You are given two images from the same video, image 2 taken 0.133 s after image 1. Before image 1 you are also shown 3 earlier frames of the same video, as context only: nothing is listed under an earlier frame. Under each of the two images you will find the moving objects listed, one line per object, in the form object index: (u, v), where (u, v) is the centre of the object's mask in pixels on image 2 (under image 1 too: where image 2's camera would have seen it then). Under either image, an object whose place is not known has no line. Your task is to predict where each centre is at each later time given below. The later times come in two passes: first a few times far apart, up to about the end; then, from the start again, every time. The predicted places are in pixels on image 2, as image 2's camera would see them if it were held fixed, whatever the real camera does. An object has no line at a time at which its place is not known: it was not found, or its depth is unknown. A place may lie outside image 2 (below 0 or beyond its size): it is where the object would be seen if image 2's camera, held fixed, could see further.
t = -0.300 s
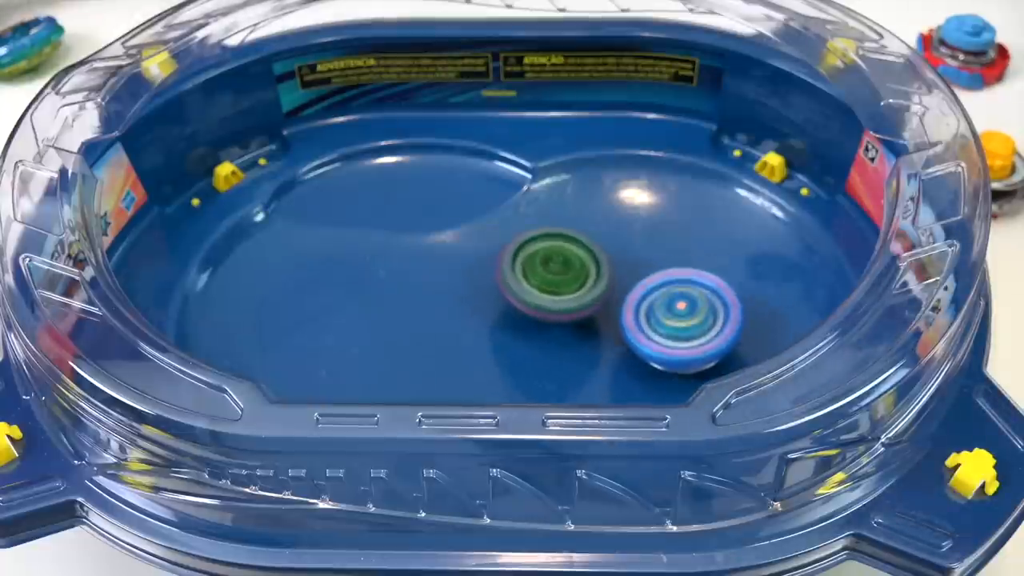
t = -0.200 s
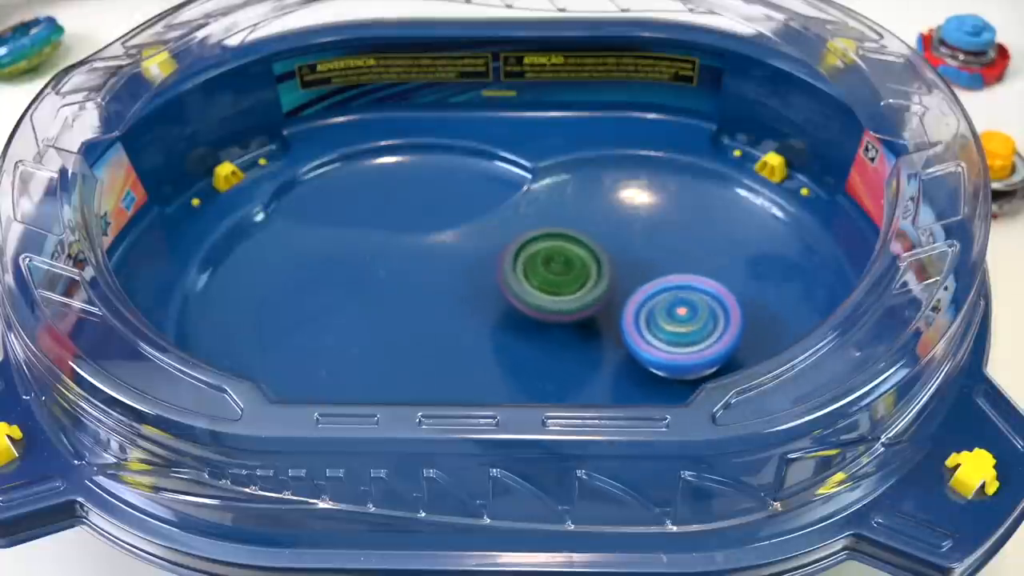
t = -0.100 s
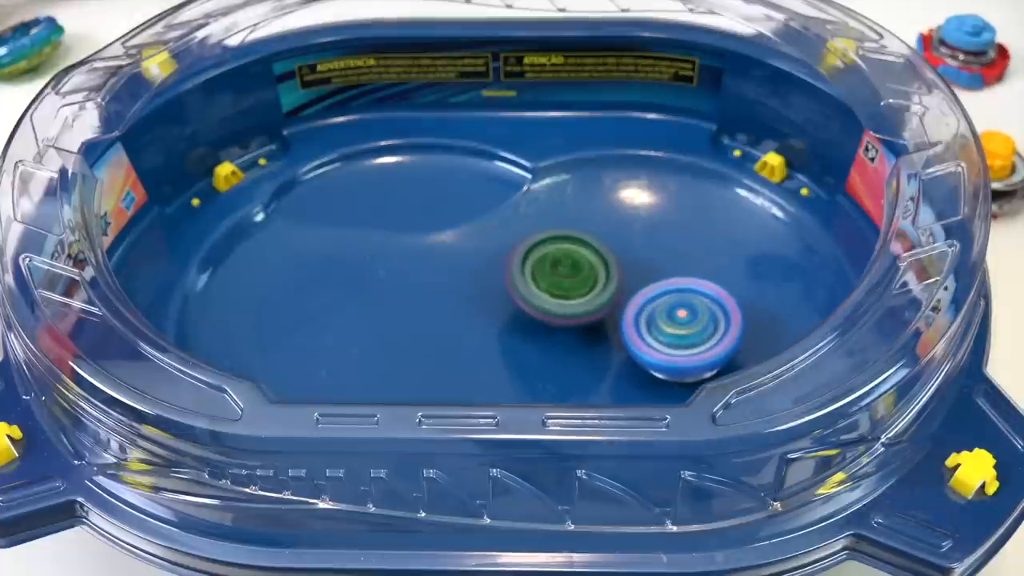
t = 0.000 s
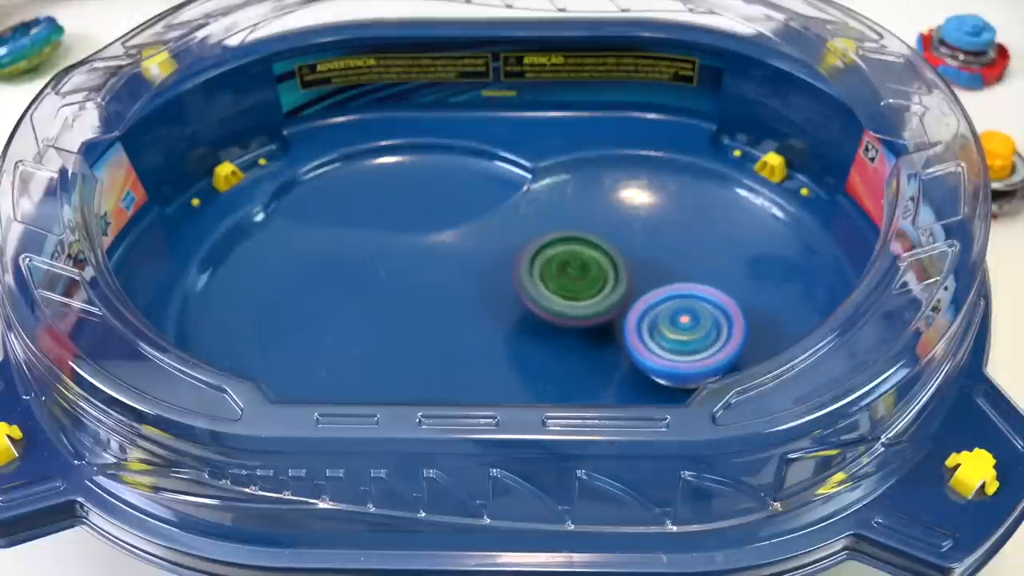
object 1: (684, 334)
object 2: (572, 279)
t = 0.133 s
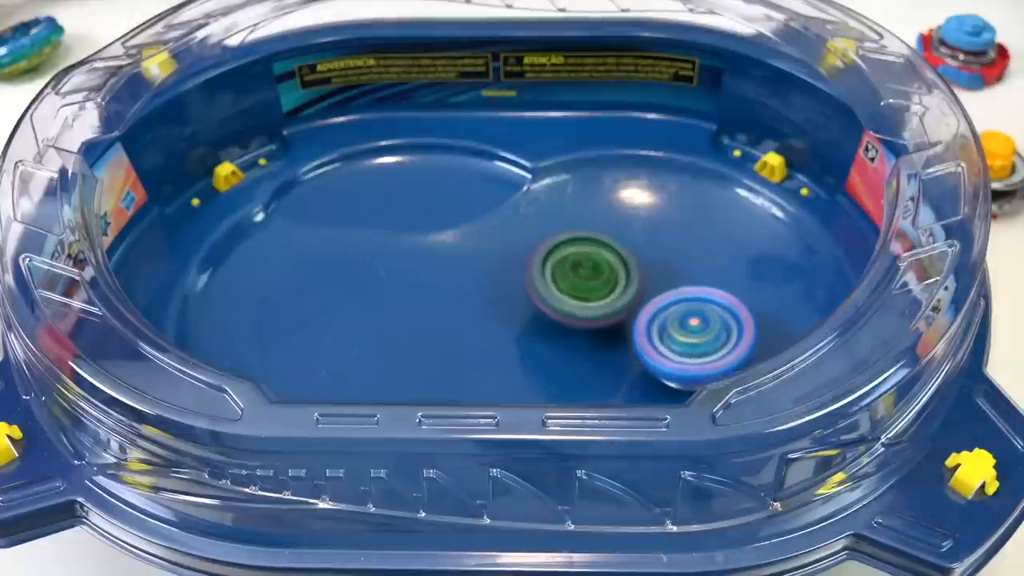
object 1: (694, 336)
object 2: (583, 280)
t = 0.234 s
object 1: (709, 335)
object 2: (579, 272)
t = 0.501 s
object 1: (679, 335)
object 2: (569, 259)
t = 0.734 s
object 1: (661, 355)
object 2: (567, 264)
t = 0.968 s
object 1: (649, 366)
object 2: (584, 278)
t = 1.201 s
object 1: (658, 367)
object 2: (609, 282)
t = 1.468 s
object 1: (664, 362)
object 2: (636, 273)
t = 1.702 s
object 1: (636, 363)
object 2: (653, 270)
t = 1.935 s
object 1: (589, 362)
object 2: (663, 287)
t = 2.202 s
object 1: (535, 349)
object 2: (672, 316)
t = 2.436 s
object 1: (491, 323)
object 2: (678, 333)
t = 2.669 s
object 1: (456, 300)
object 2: (672, 343)
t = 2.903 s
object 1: (485, 277)
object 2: (654, 346)
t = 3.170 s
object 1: (540, 263)
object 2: (627, 338)
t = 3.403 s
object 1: (537, 246)
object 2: (649, 345)
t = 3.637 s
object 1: (562, 259)
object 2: (674, 339)
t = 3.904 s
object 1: (592, 264)
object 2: (706, 320)
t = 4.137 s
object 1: (590, 263)
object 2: (709, 306)
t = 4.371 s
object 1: (569, 266)
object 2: (687, 312)
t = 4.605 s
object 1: (557, 274)
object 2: (666, 329)
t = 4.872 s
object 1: (549, 272)
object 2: (652, 343)
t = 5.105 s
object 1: (557, 266)
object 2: (640, 349)
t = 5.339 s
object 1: (564, 260)
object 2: (637, 346)
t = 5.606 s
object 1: (569, 255)
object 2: (652, 342)
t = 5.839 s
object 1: (585, 250)
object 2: (681, 343)
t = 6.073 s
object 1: (596, 261)
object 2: (702, 329)
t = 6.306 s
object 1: (603, 268)
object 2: (709, 331)
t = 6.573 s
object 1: (591, 264)
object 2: (691, 339)
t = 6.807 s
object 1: (564, 249)
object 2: (668, 346)
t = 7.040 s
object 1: (527, 250)
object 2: (645, 334)
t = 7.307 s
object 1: (546, 278)
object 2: (663, 325)
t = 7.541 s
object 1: (577, 285)
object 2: (699, 319)
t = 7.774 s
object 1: (555, 268)
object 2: (715, 325)
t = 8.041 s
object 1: (544, 267)
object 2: (668, 338)
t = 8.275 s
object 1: (549, 244)
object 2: (654, 366)
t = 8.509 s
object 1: (522, 241)
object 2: (632, 337)
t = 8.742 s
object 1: (538, 262)
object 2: (675, 325)
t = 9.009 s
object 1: (589, 298)
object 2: (734, 289)
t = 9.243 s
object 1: (605, 348)
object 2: (712, 282)
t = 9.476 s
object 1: (624, 372)
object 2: (669, 302)
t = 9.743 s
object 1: (631, 384)
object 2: (665, 288)
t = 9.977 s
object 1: (614, 364)
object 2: (666, 283)
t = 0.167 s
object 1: (699, 336)
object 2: (583, 278)
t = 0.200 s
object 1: (707, 336)
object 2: (580, 273)
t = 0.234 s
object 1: (709, 335)
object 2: (579, 272)
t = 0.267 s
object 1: (709, 333)
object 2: (579, 271)
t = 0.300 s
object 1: (708, 330)
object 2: (580, 270)
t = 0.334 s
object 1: (703, 327)
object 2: (581, 270)
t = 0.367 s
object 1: (697, 324)
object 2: (581, 270)
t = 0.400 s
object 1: (692, 324)
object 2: (581, 268)
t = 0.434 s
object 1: (690, 328)
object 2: (574, 262)
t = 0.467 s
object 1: (684, 331)
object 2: (570, 260)
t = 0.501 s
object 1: (679, 335)
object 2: (569, 259)
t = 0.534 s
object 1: (673, 338)
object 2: (567, 259)
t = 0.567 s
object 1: (669, 341)
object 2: (567, 259)
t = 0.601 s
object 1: (666, 344)
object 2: (566, 260)
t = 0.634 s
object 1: (664, 347)
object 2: (566, 260)
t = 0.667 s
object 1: (663, 350)
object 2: (565, 261)
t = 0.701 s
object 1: (662, 352)
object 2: (566, 262)
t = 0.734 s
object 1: (661, 355)
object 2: (567, 264)
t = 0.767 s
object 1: (660, 357)
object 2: (568, 266)
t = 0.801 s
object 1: (658, 358)
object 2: (570, 269)
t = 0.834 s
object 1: (656, 359)
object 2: (572, 271)
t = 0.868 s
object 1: (654, 360)
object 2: (575, 274)
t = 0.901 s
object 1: (651, 361)
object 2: (579, 277)
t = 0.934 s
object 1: (649, 363)
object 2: (583, 279)
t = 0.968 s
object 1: (649, 366)
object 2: (584, 278)
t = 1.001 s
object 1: (650, 368)
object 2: (588, 278)
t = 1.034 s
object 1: (651, 368)
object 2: (592, 279)
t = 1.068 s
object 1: (653, 368)
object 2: (595, 282)
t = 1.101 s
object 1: (655, 366)
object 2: (599, 284)
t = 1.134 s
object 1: (657, 367)
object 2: (602, 283)
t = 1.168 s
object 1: (658, 366)
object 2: (606, 283)
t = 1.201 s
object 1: (658, 367)
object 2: (609, 282)
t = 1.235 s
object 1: (660, 366)
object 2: (613, 279)
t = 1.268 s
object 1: (662, 366)
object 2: (617, 279)
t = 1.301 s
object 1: (664, 364)
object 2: (621, 279)
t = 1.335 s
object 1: (665, 363)
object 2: (624, 277)
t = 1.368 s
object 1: (665, 362)
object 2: (628, 276)
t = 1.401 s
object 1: (665, 362)
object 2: (630, 275)
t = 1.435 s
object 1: (665, 363)
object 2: (633, 273)
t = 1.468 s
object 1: (664, 362)
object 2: (636, 273)
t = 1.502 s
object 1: (663, 361)
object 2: (638, 272)
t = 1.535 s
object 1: (660, 361)
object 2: (642, 270)
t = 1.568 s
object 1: (656, 361)
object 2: (644, 269)
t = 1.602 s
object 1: (652, 362)
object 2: (646, 269)
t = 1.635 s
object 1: (647, 362)
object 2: (650, 268)
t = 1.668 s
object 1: (642, 363)
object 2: (651, 269)
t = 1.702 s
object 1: (636, 363)
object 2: (653, 270)
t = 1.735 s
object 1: (629, 363)
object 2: (655, 271)
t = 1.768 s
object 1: (622, 363)
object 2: (656, 273)
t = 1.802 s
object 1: (616, 363)
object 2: (657, 274)
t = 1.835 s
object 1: (610, 363)
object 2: (659, 277)
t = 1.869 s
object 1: (602, 362)
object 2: (660, 280)
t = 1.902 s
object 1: (595, 362)
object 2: (661, 283)
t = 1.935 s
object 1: (589, 362)
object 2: (663, 287)
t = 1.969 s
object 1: (583, 361)
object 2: (664, 290)
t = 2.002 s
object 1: (575, 359)
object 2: (665, 294)
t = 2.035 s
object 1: (568, 359)
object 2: (666, 298)
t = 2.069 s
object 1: (561, 357)
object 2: (667, 302)
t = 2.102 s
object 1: (555, 355)
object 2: (668, 306)
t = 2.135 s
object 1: (548, 353)
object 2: (669, 310)
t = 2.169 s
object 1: (541, 352)
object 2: (671, 313)
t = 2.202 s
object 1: (535, 349)
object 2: (672, 316)
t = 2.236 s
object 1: (530, 345)
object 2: (674, 319)
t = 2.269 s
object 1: (523, 342)
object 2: (675, 322)
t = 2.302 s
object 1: (516, 338)
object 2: (675, 325)
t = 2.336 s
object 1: (511, 335)
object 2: (677, 327)
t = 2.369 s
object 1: (504, 330)
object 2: (677, 329)
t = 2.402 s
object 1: (497, 327)
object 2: (677, 331)
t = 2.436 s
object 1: (491, 323)
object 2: (678, 333)
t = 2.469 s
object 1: (486, 320)
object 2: (678, 335)
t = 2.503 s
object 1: (479, 316)
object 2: (678, 337)
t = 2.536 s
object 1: (474, 313)
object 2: (677, 338)
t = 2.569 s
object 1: (470, 310)
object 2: (676, 340)
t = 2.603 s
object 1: (465, 306)
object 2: (675, 341)
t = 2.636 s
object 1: (459, 303)
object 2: (674, 342)
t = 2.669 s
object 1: (456, 300)
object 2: (672, 343)
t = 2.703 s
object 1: (455, 296)
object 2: (670, 344)
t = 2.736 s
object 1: (456, 292)
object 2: (668, 344)
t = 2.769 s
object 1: (459, 288)
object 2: (665, 345)
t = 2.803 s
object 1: (465, 285)
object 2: (663, 345)
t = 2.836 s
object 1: (470, 281)
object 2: (661, 346)
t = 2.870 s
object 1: (477, 279)
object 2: (657, 346)
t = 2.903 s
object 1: (485, 277)
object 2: (654, 346)
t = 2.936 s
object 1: (492, 274)
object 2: (651, 345)
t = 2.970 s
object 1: (499, 272)
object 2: (647, 345)
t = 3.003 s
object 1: (508, 270)
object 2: (644, 344)
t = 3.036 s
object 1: (515, 268)
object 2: (640, 343)
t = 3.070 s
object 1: (521, 266)
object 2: (638, 342)
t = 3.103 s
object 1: (529, 265)
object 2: (634, 341)
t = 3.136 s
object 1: (535, 264)
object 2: (630, 340)
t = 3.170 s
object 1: (540, 263)
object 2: (627, 338)
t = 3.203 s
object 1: (543, 257)
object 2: (632, 343)
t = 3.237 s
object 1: (543, 251)
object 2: (638, 348)
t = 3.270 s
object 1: (541, 247)
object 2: (641, 350)
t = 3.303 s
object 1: (541, 245)
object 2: (642, 350)
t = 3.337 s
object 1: (539, 244)
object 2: (644, 349)
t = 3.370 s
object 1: (537, 245)
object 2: (646, 347)
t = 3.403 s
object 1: (537, 246)
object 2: (649, 345)
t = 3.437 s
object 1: (536, 247)
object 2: (651, 344)
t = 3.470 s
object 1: (538, 250)
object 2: (652, 342)
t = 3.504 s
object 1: (543, 253)
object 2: (654, 339)
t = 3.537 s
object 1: (547, 257)
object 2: (657, 337)
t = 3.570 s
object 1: (555, 262)
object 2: (659, 334)
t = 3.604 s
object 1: (564, 265)
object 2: (662, 333)
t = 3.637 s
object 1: (562, 259)
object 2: (674, 339)
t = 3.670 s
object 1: (566, 255)
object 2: (683, 341)
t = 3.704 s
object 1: (568, 254)
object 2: (688, 340)
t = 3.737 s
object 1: (571, 255)
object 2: (692, 337)
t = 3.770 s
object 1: (574, 256)
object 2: (695, 334)
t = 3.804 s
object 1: (577, 258)
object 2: (698, 330)
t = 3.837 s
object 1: (583, 260)
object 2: (700, 326)
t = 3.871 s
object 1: (588, 263)
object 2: (701, 322)
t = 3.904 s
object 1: (592, 264)
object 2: (706, 320)
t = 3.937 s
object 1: (588, 259)
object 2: (713, 320)
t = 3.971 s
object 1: (586, 258)
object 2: (714, 318)
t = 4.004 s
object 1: (586, 257)
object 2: (713, 315)
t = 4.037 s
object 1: (586, 259)
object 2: (711, 312)
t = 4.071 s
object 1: (588, 260)
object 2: (709, 309)
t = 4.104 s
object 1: (590, 263)
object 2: (706, 306)
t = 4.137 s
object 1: (590, 263)
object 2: (709, 306)
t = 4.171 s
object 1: (589, 263)
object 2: (707, 306)
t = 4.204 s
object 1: (588, 264)
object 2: (704, 307)
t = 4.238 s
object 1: (583, 262)
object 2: (701, 308)
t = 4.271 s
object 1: (580, 264)
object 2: (697, 309)
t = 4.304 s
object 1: (577, 265)
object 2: (692, 309)
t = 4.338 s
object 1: (574, 267)
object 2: (688, 310)
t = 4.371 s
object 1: (569, 266)
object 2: (687, 312)
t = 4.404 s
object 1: (565, 267)
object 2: (683, 314)
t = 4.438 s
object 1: (563, 268)
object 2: (679, 316)
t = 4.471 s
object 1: (561, 270)
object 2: (677, 317)
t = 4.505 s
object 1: (561, 272)
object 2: (672, 319)
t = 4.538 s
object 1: (559, 273)
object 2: (671, 323)
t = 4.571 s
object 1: (558, 273)
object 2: (668, 326)
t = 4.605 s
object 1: (557, 274)
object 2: (666, 329)
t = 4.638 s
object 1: (558, 276)
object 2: (663, 332)
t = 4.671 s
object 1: (553, 274)
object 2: (665, 336)
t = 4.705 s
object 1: (551, 272)
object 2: (664, 338)
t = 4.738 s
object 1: (549, 271)
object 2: (662, 340)
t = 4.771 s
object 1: (549, 270)
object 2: (660, 341)
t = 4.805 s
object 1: (548, 271)
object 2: (657, 342)
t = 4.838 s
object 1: (548, 271)
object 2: (655, 343)
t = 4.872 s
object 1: (549, 272)
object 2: (652, 343)
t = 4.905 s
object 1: (550, 273)
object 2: (650, 344)
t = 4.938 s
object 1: (553, 273)
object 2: (647, 345)
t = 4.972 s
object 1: (553, 272)
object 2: (646, 346)
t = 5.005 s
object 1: (556, 271)
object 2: (643, 347)
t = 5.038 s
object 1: (555, 269)
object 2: (643, 348)
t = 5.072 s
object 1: (557, 267)
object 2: (642, 349)
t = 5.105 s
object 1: (557, 266)
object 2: (640, 349)
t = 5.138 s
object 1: (559, 265)
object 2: (639, 349)
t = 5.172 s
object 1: (560, 266)
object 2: (638, 348)
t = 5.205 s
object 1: (561, 264)
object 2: (638, 349)
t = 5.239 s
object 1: (562, 262)
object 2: (637, 349)
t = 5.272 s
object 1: (562, 261)
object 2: (637, 348)
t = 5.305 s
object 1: (564, 260)
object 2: (637, 347)
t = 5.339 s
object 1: (564, 260)
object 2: (637, 346)
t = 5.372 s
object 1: (566, 259)
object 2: (638, 346)
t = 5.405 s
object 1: (566, 256)
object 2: (642, 349)
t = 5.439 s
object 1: (566, 254)
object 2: (643, 349)
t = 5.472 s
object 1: (567, 253)
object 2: (645, 348)
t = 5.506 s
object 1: (566, 253)
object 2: (646, 347)
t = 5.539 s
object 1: (567, 253)
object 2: (649, 345)
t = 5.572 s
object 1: (568, 254)
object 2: (651, 344)
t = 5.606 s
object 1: (569, 255)
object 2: (652, 342)
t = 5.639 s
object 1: (573, 257)
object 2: (655, 340)
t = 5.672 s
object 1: (576, 259)
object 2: (658, 340)
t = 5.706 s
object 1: (580, 259)
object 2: (662, 341)
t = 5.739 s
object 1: (583, 260)
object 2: (666, 340)
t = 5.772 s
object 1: (586, 258)
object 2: (670, 341)
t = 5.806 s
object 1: (586, 252)
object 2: (677, 343)
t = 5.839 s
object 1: (585, 250)
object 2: (681, 343)
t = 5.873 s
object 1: (585, 248)
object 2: (685, 341)
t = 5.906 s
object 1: (585, 249)
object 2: (690, 339)
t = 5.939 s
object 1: (584, 249)
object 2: (693, 337)
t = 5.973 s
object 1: (586, 250)
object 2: (697, 334)
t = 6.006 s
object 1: (588, 254)
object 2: (698, 333)
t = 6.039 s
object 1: (591, 257)
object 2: (700, 330)
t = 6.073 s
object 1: (596, 261)
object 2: (702, 329)
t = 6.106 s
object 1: (601, 265)
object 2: (702, 328)
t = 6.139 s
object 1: (599, 262)
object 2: (709, 330)
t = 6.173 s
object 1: (598, 261)
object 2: (711, 332)
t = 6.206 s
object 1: (597, 261)
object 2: (710, 332)
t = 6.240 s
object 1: (600, 263)
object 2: (709, 331)
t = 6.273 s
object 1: (603, 267)
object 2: (708, 331)
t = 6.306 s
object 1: (603, 268)
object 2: (709, 331)
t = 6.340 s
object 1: (600, 265)
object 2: (710, 334)
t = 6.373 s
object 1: (599, 265)
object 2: (710, 334)
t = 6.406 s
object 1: (597, 266)
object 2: (706, 334)
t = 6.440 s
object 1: (598, 267)
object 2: (703, 334)
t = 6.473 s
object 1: (599, 270)
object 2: (700, 334)
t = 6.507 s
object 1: (599, 270)
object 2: (698, 336)
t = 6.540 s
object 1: (594, 266)
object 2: (695, 338)
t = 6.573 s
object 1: (591, 264)
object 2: (691, 339)
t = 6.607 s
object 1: (587, 262)
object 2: (686, 340)
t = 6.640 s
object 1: (583, 260)
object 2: (680, 340)
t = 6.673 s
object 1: (582, 260)
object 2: (674, 339)
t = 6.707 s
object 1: (579, 260)
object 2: (668, 338)
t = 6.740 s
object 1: (577, 261)
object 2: (663, 337)
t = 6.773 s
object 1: (571, 255)
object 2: (666, 342)
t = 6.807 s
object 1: (564, 249)
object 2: (668, 346)
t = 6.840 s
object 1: (557, 246)
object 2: (666, 347)
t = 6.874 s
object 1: (551, 245)
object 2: (661, 346)
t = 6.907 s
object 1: (546, 244)
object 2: (657, 344)
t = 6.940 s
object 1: (540, 245)
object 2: (653, 342)
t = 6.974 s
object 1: (534, 245)
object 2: (650, 340)
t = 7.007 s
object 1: (529, 247)
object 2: (648, 337)
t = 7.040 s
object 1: (527, 250)
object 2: (645, 334)
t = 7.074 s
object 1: (526, 254)
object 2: (642, 331)
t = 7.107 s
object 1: (526, 259)
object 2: (640, 328)
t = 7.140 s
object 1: (530, 264)
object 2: (638, 325)
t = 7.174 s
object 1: (532, 267)
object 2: (643, 325)
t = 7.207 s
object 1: (532, 268)
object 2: (652, 328)
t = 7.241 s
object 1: (535, 271)
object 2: (658, 329)
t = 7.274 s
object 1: (540, 274)
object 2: (661, 328)
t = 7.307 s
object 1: (546, 278)
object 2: (663, 325)
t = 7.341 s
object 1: (551, 280)
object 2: (670, 325)
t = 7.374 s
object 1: (556, 282)
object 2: (676, 325)
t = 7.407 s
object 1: (560, 282)
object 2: (682, 325)
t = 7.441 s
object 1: (564, 283)
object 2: (687, 324)
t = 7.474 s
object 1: (568, 285)
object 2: (690, 322)
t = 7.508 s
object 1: (573, 285)
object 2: (695, 320)
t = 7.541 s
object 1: (577, 285)
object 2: (699, 319)
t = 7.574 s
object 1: (581, 285)
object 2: (703, 318)
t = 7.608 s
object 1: (584, 285)
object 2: (707, 318)
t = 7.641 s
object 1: (574, 279)
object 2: (718, 320)
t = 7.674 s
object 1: (567, 275)
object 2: (722, 322)
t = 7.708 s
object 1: (563, 272)
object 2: (721, 322)
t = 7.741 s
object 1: (559, 270)
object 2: (719, 324)
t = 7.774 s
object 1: (555, 268)
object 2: (715, 325)
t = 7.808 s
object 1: (551, 266)
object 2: (710, 326)
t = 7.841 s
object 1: (547, 264)
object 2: (705, 327)
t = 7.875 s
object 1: (545, 263)
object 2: (699, 328)
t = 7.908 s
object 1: (543, 263)
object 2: (693, 331)
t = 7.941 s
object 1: (542, 263)
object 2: (687, 333)
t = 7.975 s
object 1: (541, 264)
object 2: (682, 335)
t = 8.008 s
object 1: (541, 266)
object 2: (675, 336)
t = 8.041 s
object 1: (544, 267)
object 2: (668, 338)
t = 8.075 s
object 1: (548, 269)
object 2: (663, 339)
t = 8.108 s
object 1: (552, 272)
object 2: (656, 340)
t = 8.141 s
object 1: (558, 274)
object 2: (651, 341)
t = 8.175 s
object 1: (555, 265)
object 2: (654, 353)
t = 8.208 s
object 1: (553, 255)
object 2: (658, 362)
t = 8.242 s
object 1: (551, 248)
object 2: (657, 366)
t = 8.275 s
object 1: (549, 244)
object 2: (654, 366)
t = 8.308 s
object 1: (546, 241)
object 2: (651, 364)
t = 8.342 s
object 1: (542, 239)
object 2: (647, 362)
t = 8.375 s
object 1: (538, 238)
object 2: (644, 359)
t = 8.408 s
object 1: (533, 237)
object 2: (641, 354)
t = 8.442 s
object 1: (528, 237)
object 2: (637, 348)
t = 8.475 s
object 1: (524, 238)
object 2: (633, 342)
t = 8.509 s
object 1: (522, 241)
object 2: (632, 337)
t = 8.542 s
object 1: (521, 245)
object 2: (632, 331)
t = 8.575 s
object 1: (524, 250)
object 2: (632, 325)
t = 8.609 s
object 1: (528, 255)
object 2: (635, 321)
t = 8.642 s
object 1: (534, 260)
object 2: (637, 316)
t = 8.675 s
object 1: (540, 265)
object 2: (640, 313)
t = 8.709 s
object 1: (541, 266)
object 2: (654, 319)
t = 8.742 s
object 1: (538, 262)
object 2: (675, 325)
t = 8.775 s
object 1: (540, 262)
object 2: (695, 326)
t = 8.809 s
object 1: (544, 265)
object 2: (712, 325)
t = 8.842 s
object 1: (550, 270)
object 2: (730, 320)
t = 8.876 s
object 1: (558, 276)
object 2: (739, 314)
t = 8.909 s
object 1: (565, 282)
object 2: (746, 309)
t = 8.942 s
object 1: (573, 287)
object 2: (747, 302)
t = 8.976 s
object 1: (581, 293)
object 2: (741, 294)
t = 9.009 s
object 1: (589, 298)
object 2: (734, 289)
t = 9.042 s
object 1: (597, 304)
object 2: (727, 286)
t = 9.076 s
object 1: (604, 309)
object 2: (722, 282)
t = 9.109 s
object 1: (606, 317)
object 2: (720, 282)
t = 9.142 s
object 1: (610, 324)
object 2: (717, 280)
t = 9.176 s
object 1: (605, 333)
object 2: (717, 281)
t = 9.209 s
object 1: (604, 341)
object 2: (716, 281)
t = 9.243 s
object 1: (605, 348)
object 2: (712, 282)
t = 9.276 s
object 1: (606, 353)
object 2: (708, 283)
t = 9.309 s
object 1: (607, 357)
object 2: (701, 286)
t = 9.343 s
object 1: (610, 361)
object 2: (695, 288)
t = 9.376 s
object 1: (612, 365)
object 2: (687, 292)
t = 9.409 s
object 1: (616, 368)
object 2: (681, 294)
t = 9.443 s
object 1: (619, 370)
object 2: (674, 299)
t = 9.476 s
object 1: (624, 372)
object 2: (669, 302)
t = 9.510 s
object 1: (618, 379)
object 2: (671, 300)
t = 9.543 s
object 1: (614, 384)
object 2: (673, 293)
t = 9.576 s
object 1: (615, 386)
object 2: (675, 290)
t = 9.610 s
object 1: (619, 387)
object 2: (675, 290)
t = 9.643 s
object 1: (622, 398)
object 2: (673, 291)
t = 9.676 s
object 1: (626, 397)
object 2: (670, 291)
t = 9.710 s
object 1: (628, 386)
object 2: (666, 289)
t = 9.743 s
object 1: (631, 384)
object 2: (665, 288)
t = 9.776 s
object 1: (633, 382)
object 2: (665, 287)
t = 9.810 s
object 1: (633, 379)
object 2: (664, 286)
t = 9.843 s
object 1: (631, 376)
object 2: (663, 287)
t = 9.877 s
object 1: (628, 372)
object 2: (660, 285)
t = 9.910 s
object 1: (626, 369)
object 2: (661, 284)
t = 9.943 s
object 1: (620, 367)
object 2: (662, 283)
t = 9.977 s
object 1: (614, 364)
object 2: (666, 283)
